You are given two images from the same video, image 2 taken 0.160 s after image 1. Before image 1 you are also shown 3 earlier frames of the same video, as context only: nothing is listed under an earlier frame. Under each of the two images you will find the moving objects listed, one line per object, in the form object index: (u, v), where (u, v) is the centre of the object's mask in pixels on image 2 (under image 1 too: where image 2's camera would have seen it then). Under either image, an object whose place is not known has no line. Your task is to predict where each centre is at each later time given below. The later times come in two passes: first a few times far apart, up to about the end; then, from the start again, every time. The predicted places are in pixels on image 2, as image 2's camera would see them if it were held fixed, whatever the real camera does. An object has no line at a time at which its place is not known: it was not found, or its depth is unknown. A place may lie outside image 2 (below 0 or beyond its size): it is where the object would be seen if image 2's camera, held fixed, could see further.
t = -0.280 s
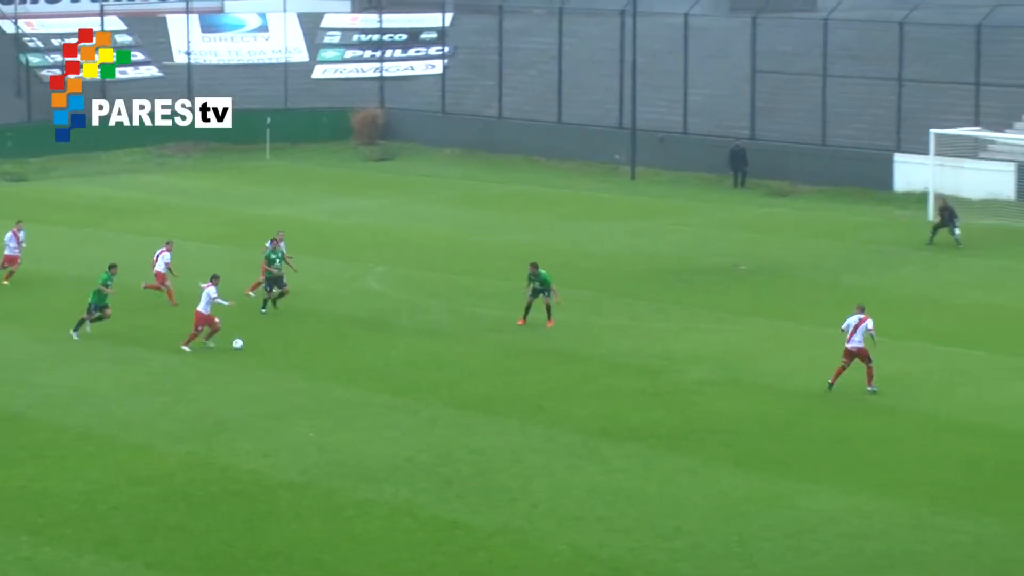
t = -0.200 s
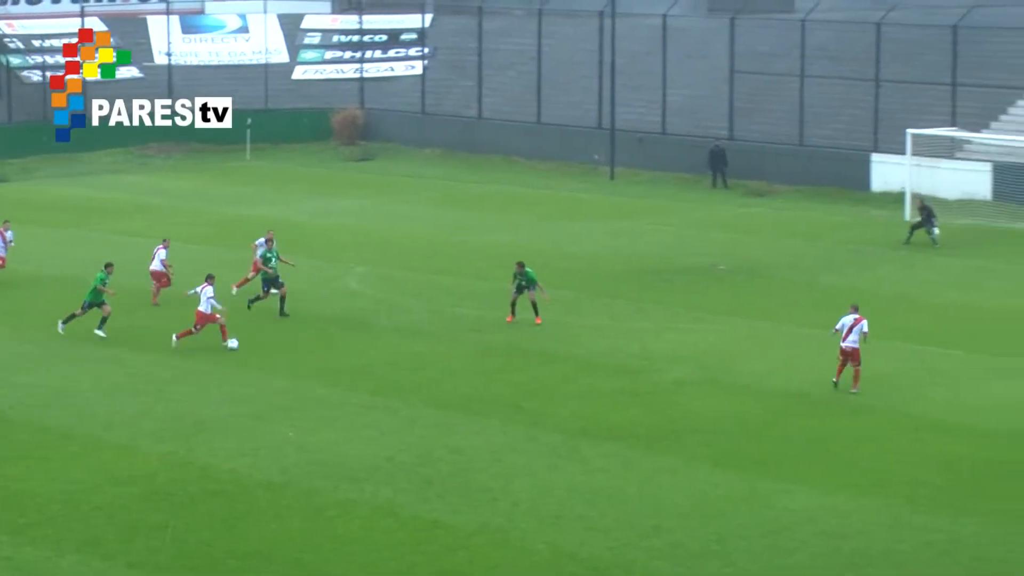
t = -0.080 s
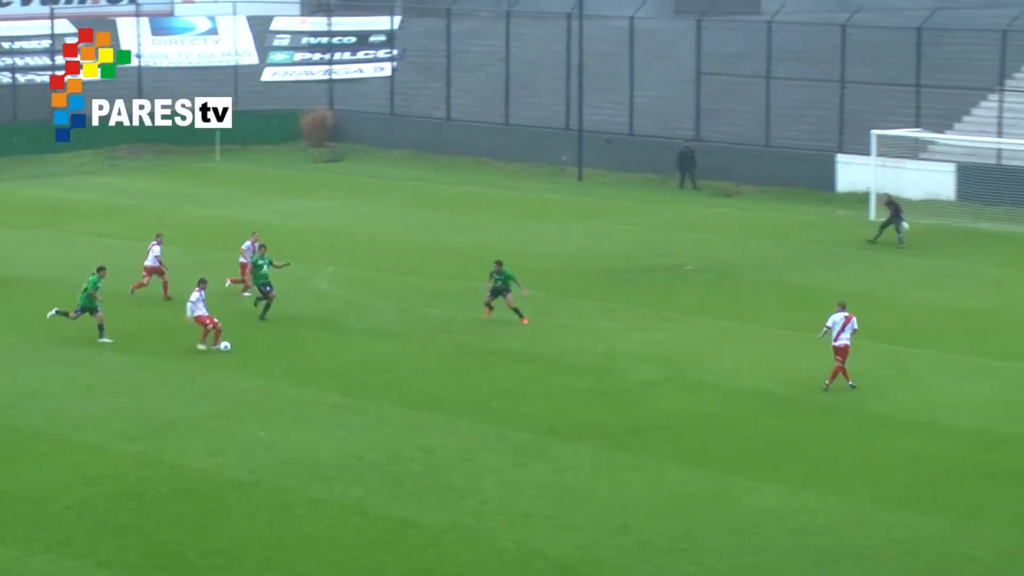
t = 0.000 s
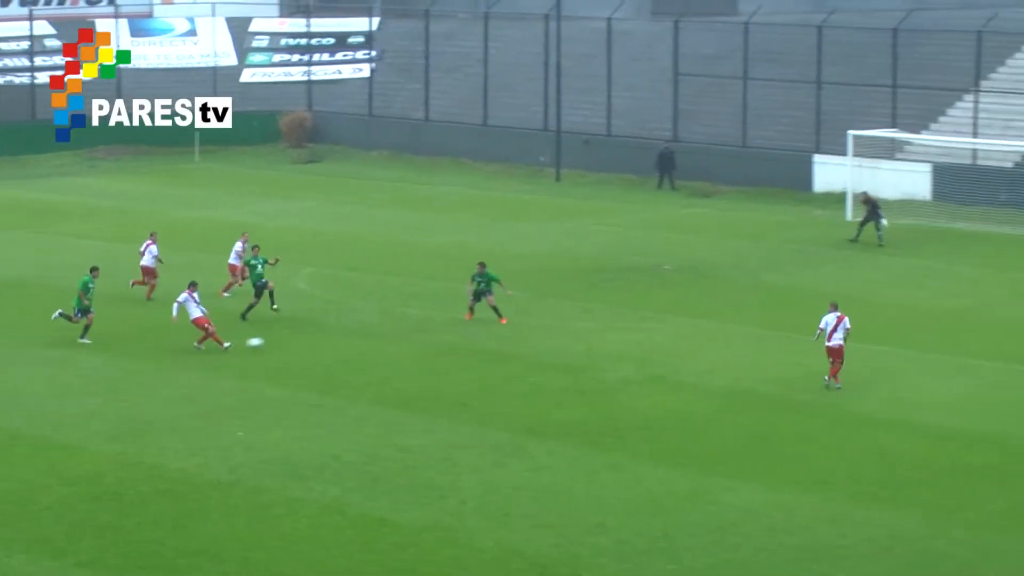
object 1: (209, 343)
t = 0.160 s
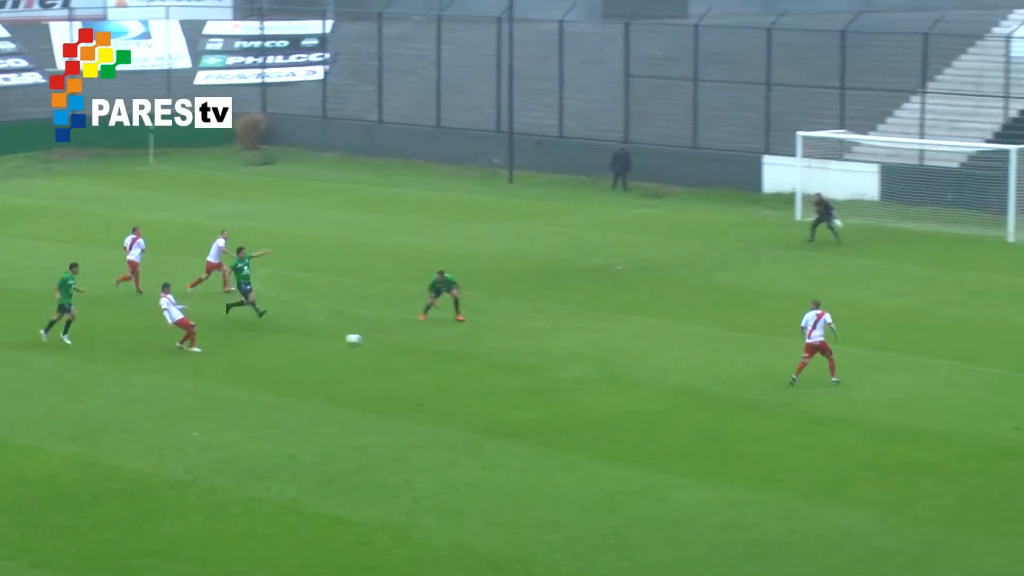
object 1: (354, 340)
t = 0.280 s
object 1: (450, 335)
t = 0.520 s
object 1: (624, 331)
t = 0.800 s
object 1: (794, 325)
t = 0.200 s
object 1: (388, 340)
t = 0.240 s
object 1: (419, 338)
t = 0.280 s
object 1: (450, 335)
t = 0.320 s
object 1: (481, 333)
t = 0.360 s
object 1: (511, 333)
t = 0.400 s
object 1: (541, 333)
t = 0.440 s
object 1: (570, 335)
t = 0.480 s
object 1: (598, 334)
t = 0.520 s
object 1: (624, 331)
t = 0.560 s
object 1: (650, 329)
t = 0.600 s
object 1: (675, 328)
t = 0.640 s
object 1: (701, 329)
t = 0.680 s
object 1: (725, 329)
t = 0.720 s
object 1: (749, 329)
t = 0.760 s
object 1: (772, 327)
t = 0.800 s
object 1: (794, 325)
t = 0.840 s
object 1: (817, 325)
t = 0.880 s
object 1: (839, 325)
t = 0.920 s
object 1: (862, 326)
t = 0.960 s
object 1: (884, 327)
